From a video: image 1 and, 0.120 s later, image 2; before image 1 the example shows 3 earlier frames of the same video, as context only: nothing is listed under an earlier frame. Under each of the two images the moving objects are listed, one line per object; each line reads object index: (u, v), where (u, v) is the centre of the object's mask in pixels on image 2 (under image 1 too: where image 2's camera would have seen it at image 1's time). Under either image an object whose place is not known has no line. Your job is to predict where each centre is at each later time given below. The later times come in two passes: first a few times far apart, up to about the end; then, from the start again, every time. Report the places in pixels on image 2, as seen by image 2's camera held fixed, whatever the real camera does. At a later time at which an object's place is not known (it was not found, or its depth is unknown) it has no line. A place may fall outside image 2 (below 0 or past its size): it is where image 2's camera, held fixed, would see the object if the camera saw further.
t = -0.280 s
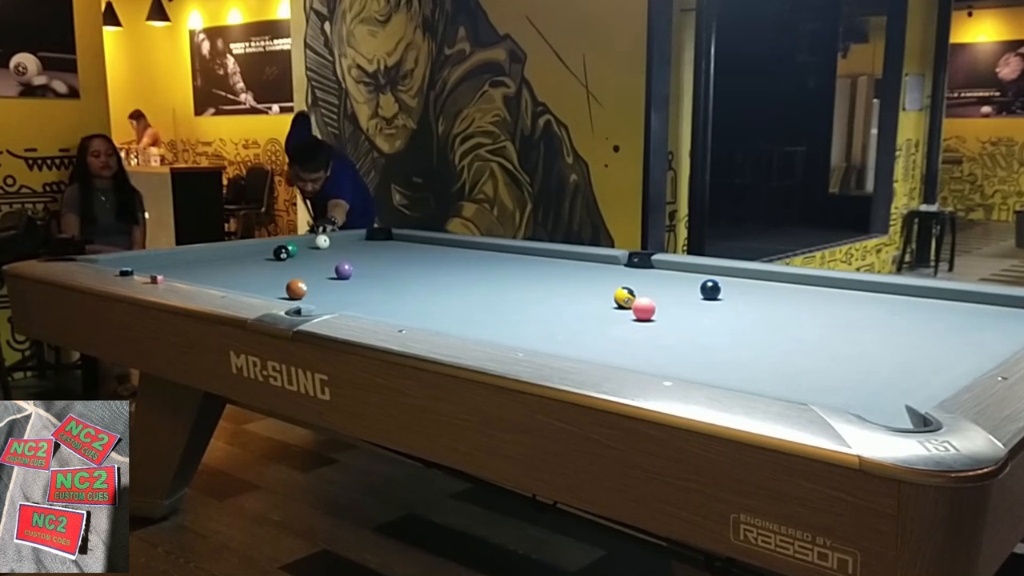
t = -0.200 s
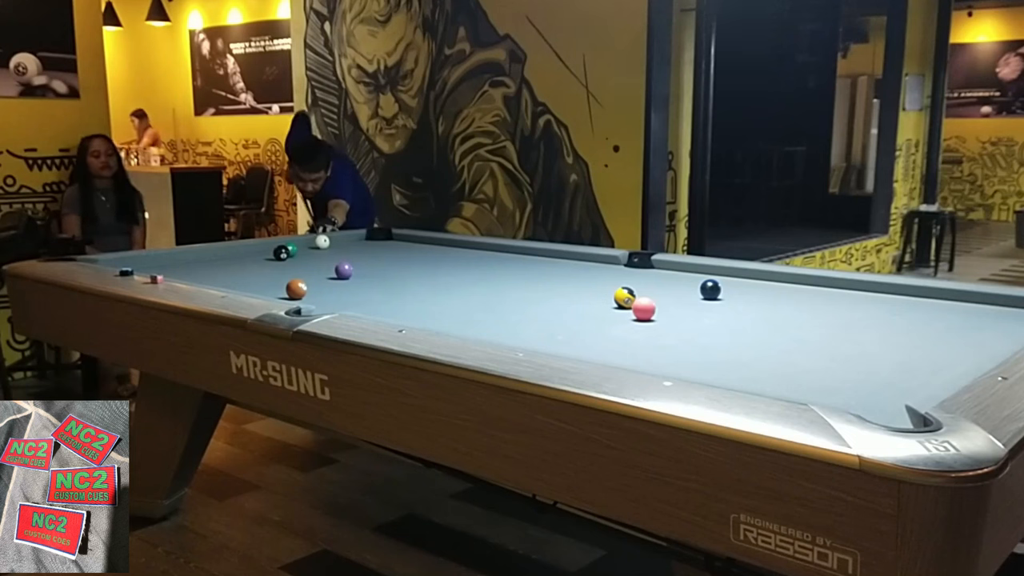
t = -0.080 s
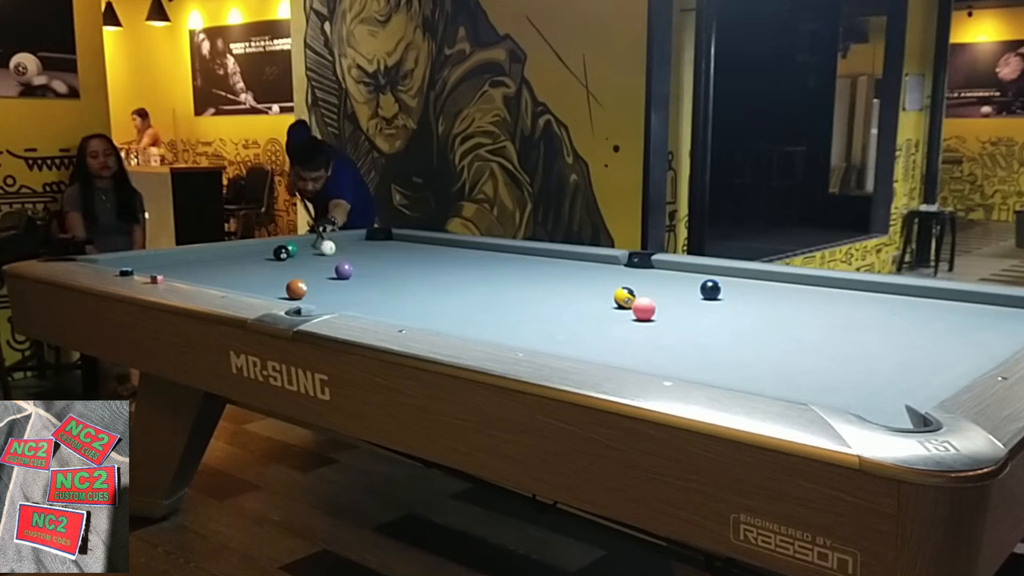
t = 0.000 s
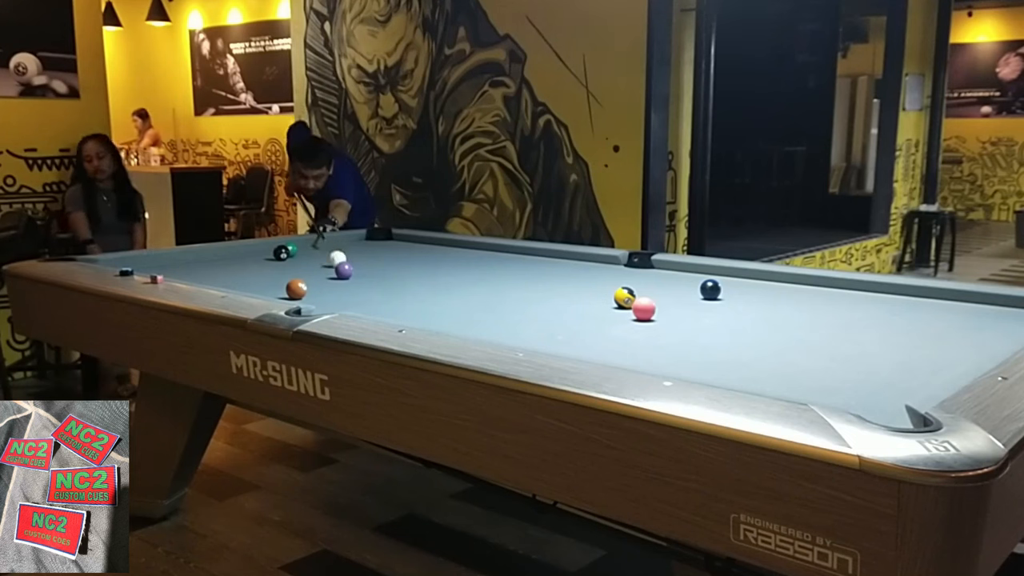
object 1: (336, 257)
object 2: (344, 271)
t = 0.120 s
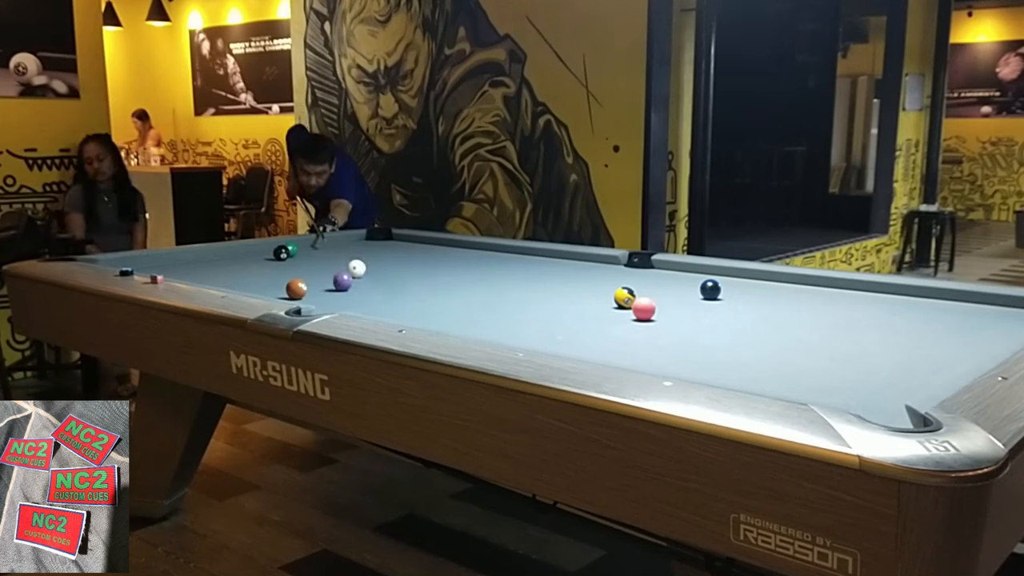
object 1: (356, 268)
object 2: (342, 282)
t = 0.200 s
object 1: (370, 271)
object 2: (341, 293)
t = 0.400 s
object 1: (402, 279)
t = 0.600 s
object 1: (434, 287)
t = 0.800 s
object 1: (463, 294)
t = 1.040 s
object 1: (495, 303)
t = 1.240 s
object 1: (518, 309)
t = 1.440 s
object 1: (538, 314)
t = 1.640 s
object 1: (554, 318)
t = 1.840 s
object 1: (563, 321)
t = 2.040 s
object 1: (567, 322)
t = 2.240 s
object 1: (568, 322)
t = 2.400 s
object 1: (568, 322)
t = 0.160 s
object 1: (363, 270)
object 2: (342, 287)
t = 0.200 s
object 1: (370, 271)
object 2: (341, 293)
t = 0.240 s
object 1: (376, 273)
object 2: (339, 300)
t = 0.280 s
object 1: (383, 274)
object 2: (338, 304)
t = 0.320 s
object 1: (390, 276)
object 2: (335, 307)
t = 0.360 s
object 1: (396, 278)
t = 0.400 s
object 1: (402, 279)
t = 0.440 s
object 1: (409, 281)
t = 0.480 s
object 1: (415, 282)
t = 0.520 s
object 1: (421, 284)
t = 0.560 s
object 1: (427, 285)
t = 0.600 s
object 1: (434, 287)
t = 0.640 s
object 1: (439, 288)
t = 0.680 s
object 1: (445, 290)
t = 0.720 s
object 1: (451, 292)
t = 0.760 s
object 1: (457, 293)
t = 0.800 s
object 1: (463, 294)
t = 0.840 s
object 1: (468, 296)
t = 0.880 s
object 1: (474, 297)
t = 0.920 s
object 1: (479, 299)
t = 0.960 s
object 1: (484, 300)
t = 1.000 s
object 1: (490, 302)
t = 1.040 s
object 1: (495, 303)
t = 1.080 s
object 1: (500, 304)
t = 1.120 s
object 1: (505, 306)
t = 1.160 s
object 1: (509, 307)
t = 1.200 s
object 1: (514, 308)
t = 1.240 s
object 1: (518, 309)
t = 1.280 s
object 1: (523, 310)
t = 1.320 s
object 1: (527, 311)
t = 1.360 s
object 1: (531, 312)
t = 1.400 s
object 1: (534, 313)
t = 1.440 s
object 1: (538, 314)
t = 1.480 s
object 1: (542, 315)
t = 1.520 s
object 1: (545, 316)
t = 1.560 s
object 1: (548, 317)
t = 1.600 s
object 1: (551, 318)
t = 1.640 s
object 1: (554, 318)
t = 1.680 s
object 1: (557, 319)
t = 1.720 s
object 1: (559, 319)
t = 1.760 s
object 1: (560, 320)
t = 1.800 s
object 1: (562, 321)
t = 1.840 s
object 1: (563, 321)
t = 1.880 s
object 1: (564, 321)
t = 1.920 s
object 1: (565, 322)
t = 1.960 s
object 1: (566, 322)
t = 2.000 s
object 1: (567, 322)
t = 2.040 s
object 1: (567, 322)
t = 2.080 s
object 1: (568, 322)
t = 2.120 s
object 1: (568, 322)
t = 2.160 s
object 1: (568, 322)
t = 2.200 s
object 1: (568, 322)
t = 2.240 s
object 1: (568, 322)
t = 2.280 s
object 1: (568, 322)
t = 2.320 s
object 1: (568, 322)
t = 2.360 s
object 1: (568, 322)
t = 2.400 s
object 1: (568, 322)
